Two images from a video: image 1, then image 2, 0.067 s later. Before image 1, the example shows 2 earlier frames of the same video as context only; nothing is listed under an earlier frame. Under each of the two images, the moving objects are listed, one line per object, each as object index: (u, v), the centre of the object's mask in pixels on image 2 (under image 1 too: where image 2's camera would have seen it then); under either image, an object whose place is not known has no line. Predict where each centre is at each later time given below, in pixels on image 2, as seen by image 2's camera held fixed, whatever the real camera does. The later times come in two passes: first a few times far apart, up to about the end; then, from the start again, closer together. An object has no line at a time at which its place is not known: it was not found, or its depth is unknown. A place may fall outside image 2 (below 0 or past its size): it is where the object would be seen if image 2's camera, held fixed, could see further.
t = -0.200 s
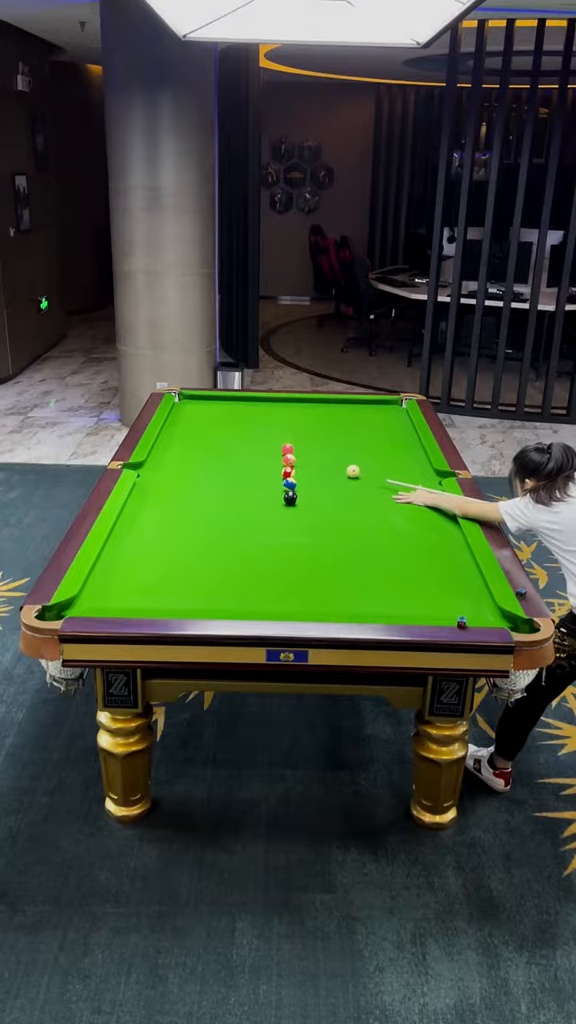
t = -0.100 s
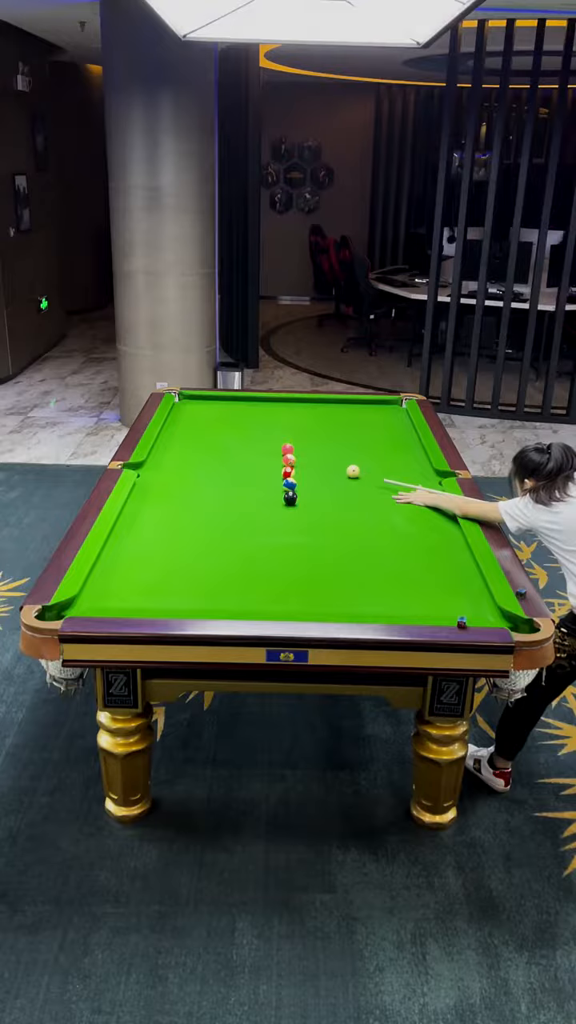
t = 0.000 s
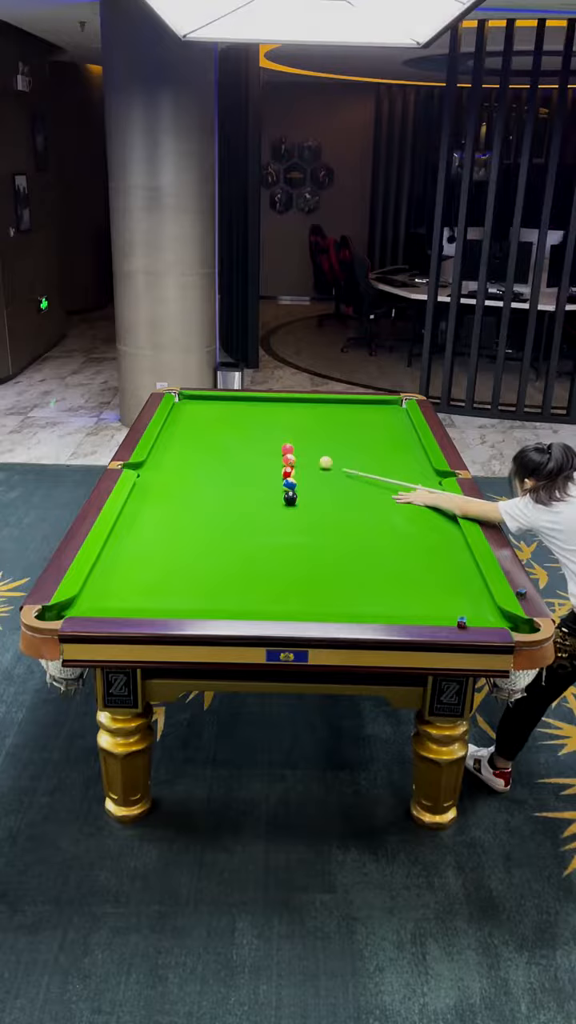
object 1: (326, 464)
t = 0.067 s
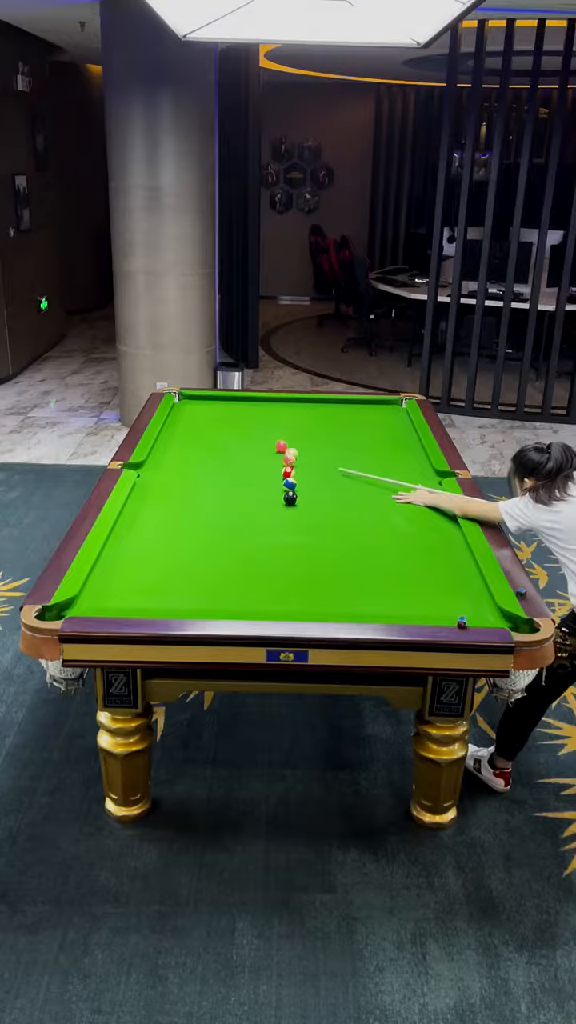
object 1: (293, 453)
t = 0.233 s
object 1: (265, 455)
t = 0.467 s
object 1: (231, 457)
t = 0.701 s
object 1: (200, 458)
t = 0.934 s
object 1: (174, 458)
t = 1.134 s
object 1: (154, 459)
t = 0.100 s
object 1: (288, 453)
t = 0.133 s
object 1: (280, 453)
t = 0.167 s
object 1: (278, 454)
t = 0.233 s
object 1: (265, 455)
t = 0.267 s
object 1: (260, 455)
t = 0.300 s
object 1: (256, 455)
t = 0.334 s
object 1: (251, 456)
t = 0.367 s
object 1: (246, 456)
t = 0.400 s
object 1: (241, 456)
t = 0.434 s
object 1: (236, 456)
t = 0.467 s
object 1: (231, 457)
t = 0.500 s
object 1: (227, 457)
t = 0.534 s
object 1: (222, 457)
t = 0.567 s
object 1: (218, 457)
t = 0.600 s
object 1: (216, 457)
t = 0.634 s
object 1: (209, 457)
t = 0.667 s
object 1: (205, 458)
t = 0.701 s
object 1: (200, 458)
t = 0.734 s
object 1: (196, 458)
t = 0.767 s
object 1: (192, 458)
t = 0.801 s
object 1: (189, 458)
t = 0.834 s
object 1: (185, 458)
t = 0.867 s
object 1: (181, 458)
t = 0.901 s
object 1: (179, 458)
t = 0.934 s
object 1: (174, 458)
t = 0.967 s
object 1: (170, 459)
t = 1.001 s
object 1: (167, 459)
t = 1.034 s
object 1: (163, 459)
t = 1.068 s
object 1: (160, 459)
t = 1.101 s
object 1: (156, 459)
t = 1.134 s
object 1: (154, 459)
